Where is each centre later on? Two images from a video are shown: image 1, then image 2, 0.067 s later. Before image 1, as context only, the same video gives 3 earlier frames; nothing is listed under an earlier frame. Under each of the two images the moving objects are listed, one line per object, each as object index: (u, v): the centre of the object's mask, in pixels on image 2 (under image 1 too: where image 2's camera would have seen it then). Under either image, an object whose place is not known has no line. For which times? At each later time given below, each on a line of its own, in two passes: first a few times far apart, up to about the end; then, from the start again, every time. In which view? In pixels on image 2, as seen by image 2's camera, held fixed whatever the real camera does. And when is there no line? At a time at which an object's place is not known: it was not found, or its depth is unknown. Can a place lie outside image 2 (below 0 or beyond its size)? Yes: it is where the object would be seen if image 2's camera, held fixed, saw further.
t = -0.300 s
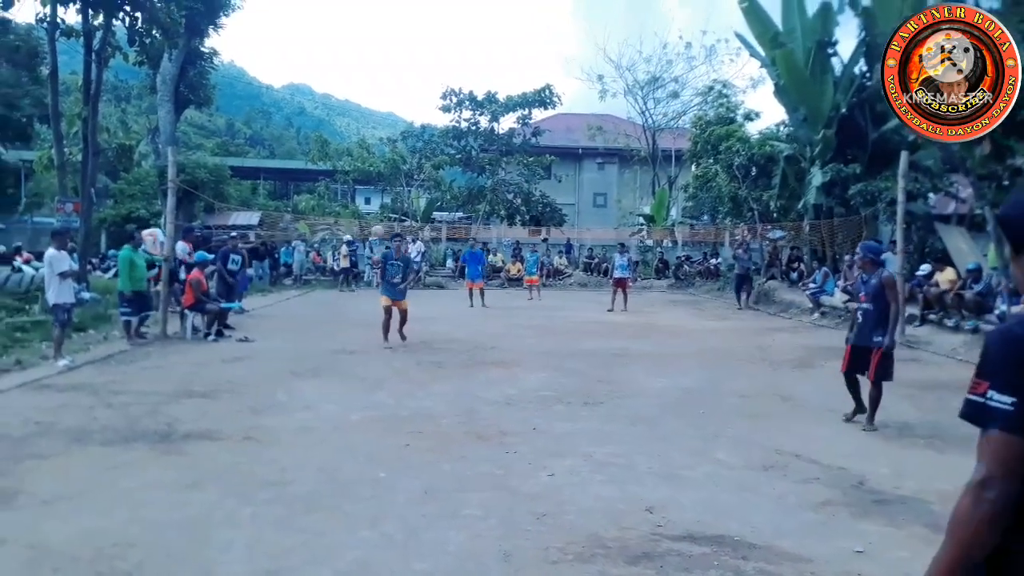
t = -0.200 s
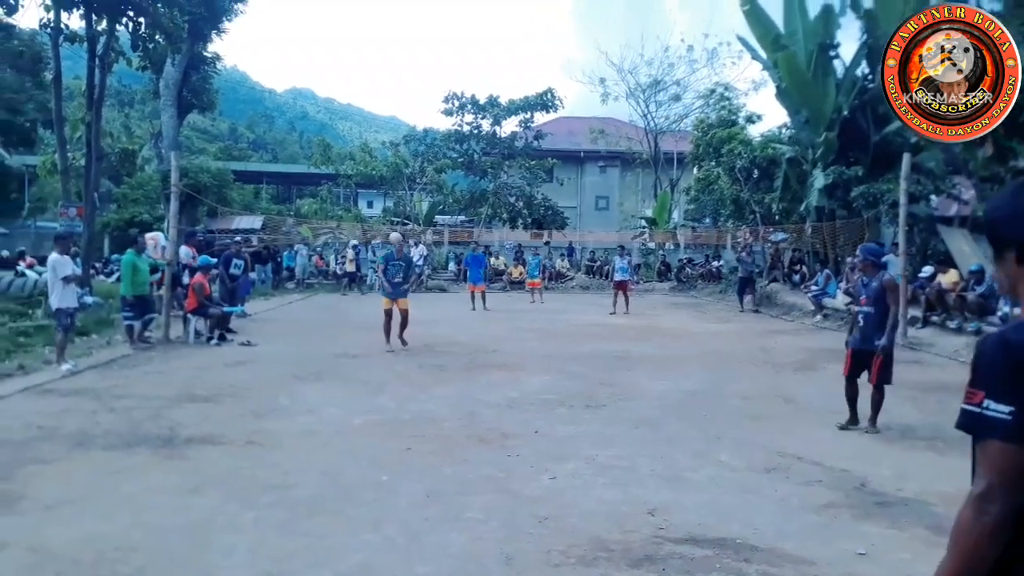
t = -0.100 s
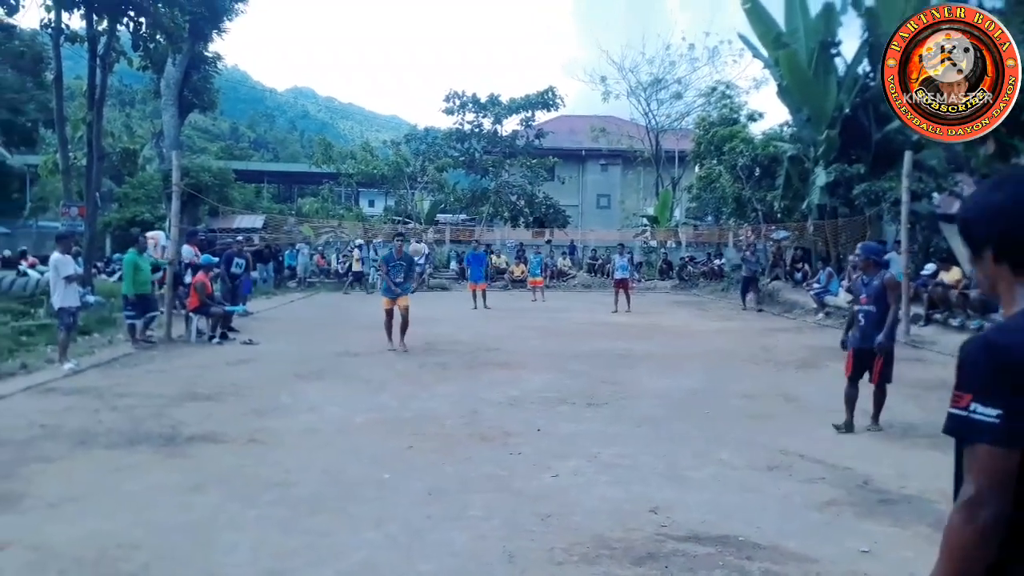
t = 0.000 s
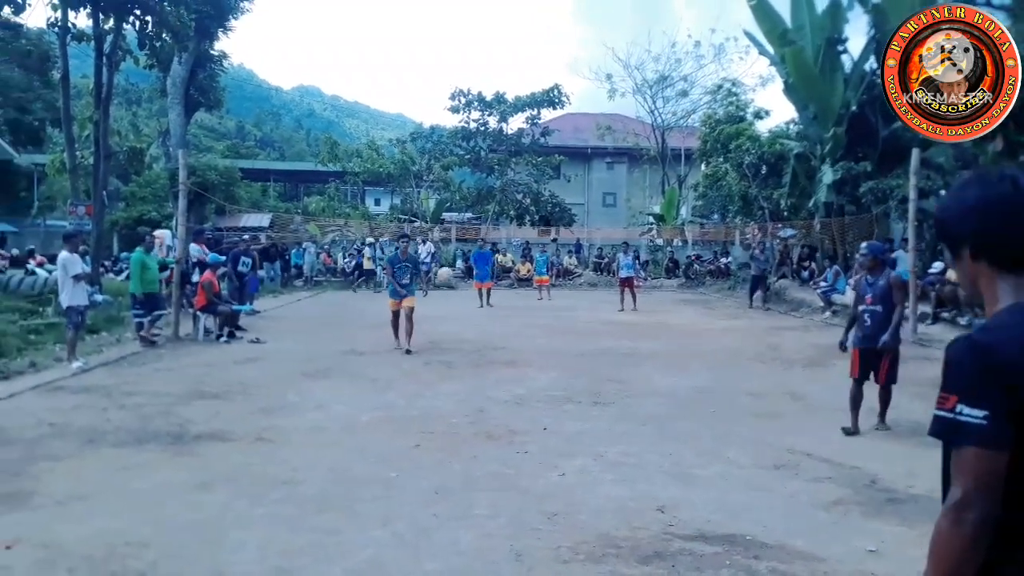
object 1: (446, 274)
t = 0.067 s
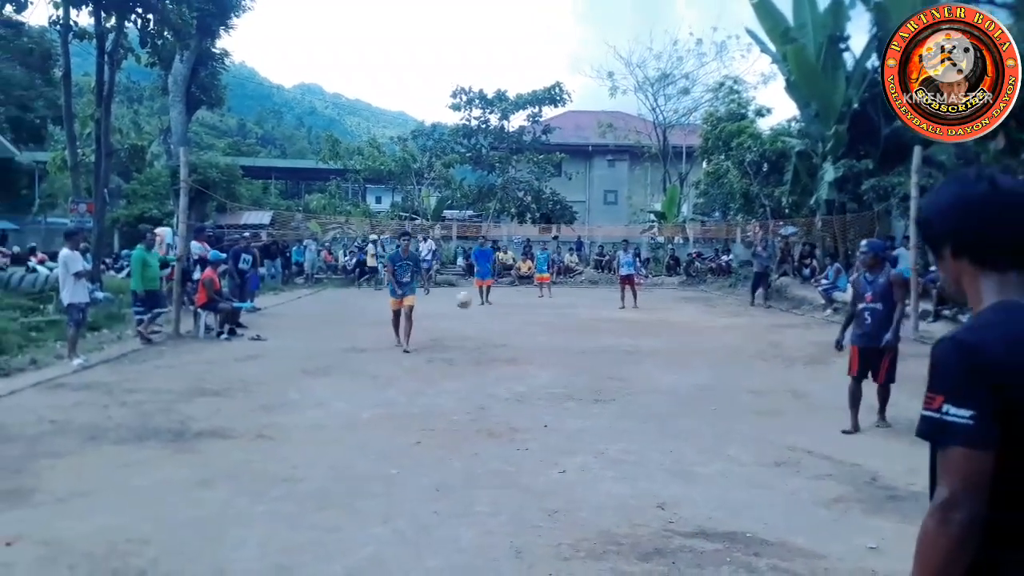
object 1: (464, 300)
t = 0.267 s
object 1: (539, 450)
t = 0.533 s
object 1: (599, 338)
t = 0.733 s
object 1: (663, 316)
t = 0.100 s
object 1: (474, 318)
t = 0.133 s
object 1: (485, 339)
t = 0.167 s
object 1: (497, 362)
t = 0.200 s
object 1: (511, 390)
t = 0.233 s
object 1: (525, 423)
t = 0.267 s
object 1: (539, 450)
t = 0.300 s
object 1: (546, 432)
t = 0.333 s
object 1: (552, 415)
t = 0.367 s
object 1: (559, 399)
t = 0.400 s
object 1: (566, 385)
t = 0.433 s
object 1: (574, 372)
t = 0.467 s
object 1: (581, 359)
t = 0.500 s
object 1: (589, 348)
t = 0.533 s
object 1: (599, 338)
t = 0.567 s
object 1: (607, 330)
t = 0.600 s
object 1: (617, 324)
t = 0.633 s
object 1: (628, 318)
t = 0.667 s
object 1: (639, 315)
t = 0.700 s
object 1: (650, 314)
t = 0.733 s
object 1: (663, 316)
